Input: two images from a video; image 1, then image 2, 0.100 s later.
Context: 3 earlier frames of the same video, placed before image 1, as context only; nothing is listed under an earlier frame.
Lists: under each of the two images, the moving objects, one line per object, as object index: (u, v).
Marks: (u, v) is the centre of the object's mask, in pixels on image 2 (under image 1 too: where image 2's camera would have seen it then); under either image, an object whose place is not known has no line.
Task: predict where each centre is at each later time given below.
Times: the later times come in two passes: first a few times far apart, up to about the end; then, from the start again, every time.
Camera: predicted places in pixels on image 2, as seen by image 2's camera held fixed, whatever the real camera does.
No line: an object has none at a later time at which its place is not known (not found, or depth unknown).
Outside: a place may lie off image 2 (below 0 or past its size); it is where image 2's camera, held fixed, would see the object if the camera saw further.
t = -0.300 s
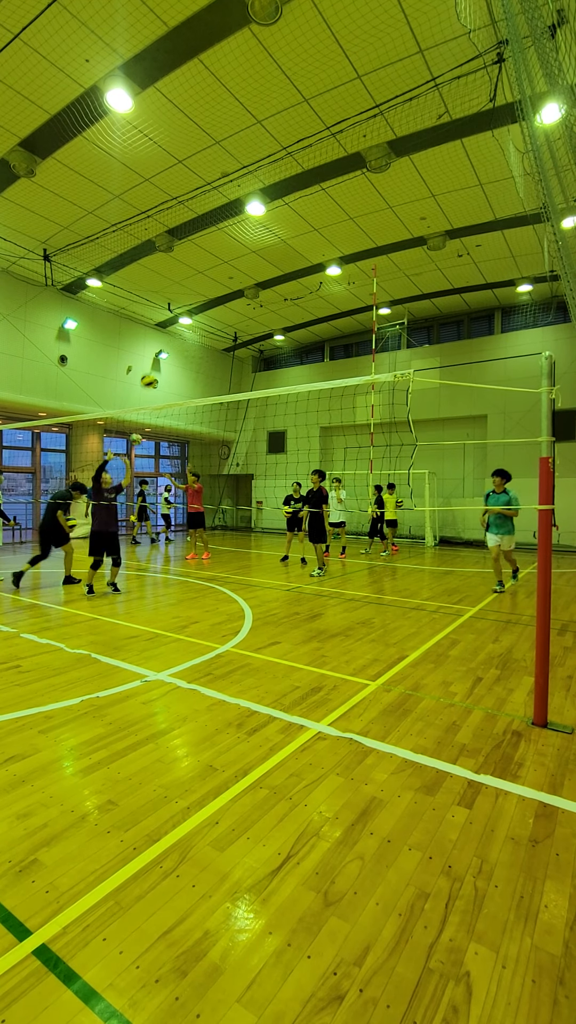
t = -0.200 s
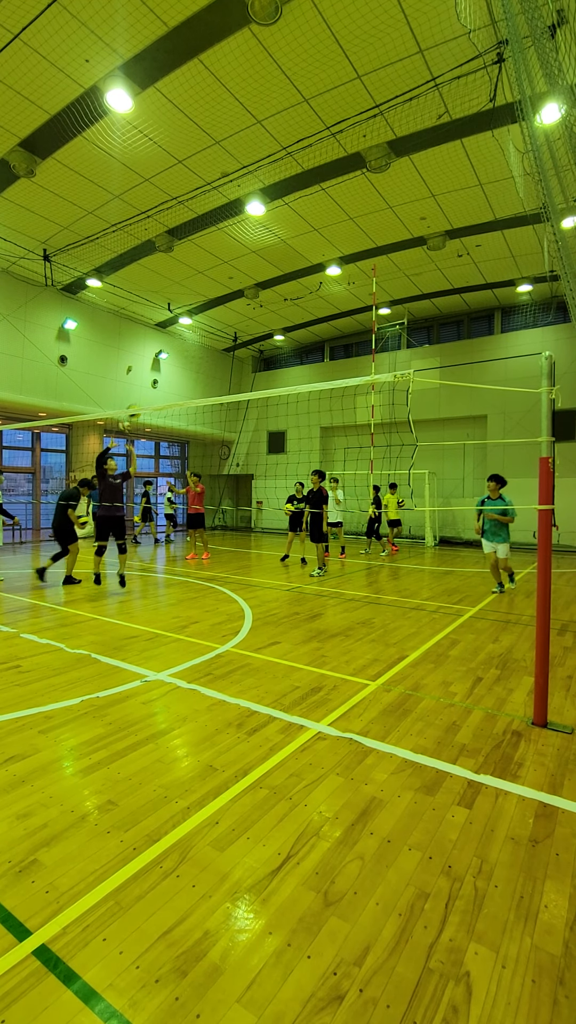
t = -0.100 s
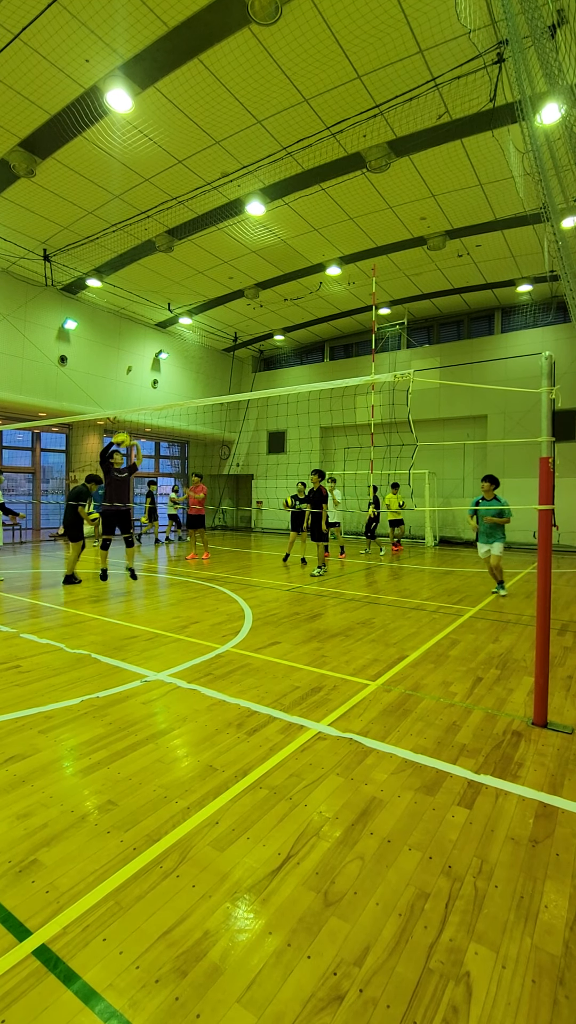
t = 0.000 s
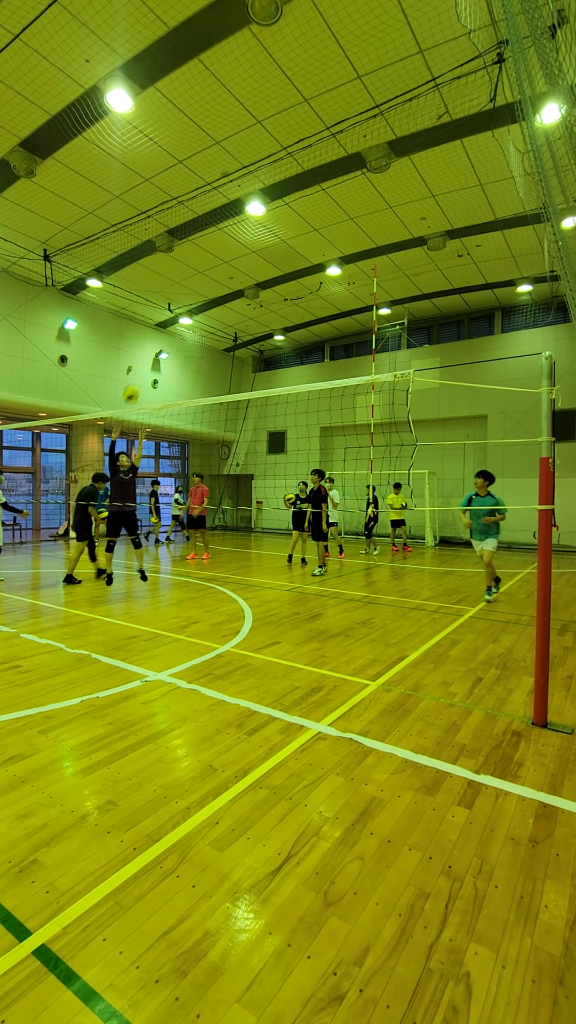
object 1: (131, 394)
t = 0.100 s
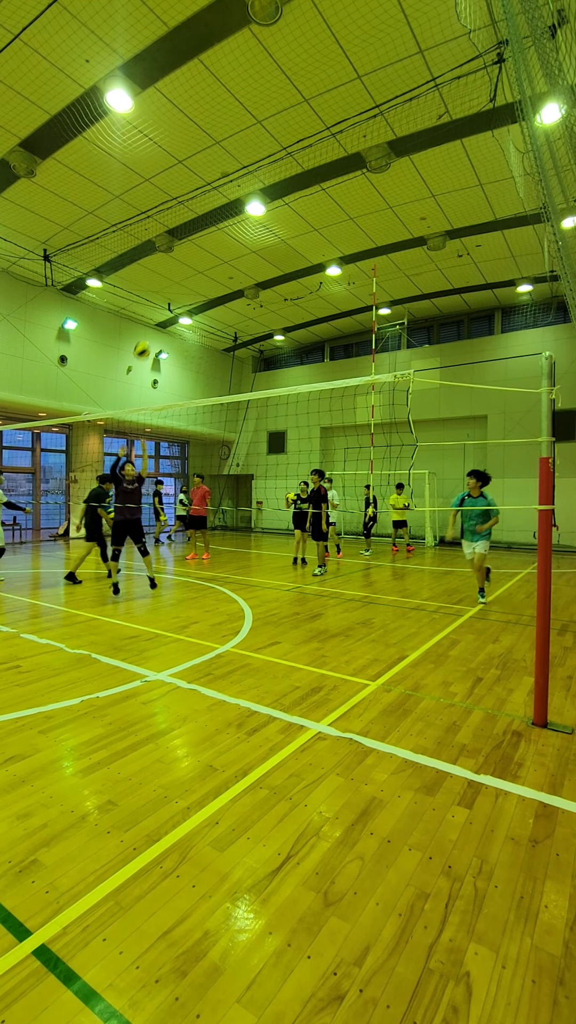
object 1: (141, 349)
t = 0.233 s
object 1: (157, 299)
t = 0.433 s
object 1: (182, 249)
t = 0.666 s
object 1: (212, 227)
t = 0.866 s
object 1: (240, 255)
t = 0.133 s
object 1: (145, 336)
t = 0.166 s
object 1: (148, 323)
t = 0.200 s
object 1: (153, 309)
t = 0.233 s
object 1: (157, 299)
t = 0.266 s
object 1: (160, 288)
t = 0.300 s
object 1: (165, 279)
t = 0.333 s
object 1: (169, 270)
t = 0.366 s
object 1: (173, 262)
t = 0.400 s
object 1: (177, 254)
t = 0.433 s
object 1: (182, 249)
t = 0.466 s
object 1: (186, 243)
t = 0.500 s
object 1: (191, 238)
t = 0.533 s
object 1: (195, 234)
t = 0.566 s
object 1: (199, 231)
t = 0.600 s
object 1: (204, 230)
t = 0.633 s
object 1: (208, 228)
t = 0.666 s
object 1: (212, 227)
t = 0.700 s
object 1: (217, 228)
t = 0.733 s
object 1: (222, 230)
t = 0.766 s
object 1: (226, 234)
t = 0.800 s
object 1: (230, 238)
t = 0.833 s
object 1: (234, 245)
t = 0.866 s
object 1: (240, 255)
